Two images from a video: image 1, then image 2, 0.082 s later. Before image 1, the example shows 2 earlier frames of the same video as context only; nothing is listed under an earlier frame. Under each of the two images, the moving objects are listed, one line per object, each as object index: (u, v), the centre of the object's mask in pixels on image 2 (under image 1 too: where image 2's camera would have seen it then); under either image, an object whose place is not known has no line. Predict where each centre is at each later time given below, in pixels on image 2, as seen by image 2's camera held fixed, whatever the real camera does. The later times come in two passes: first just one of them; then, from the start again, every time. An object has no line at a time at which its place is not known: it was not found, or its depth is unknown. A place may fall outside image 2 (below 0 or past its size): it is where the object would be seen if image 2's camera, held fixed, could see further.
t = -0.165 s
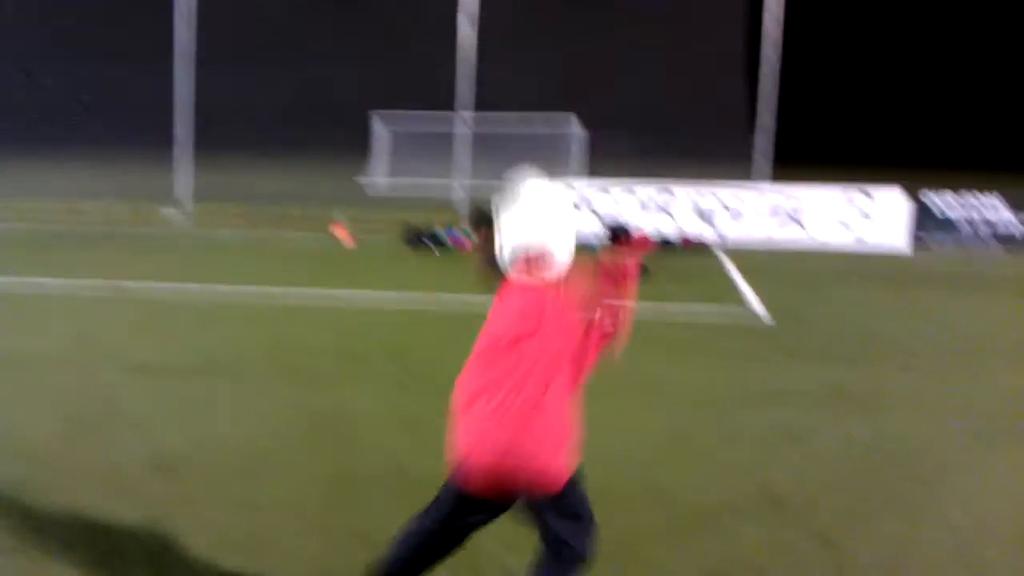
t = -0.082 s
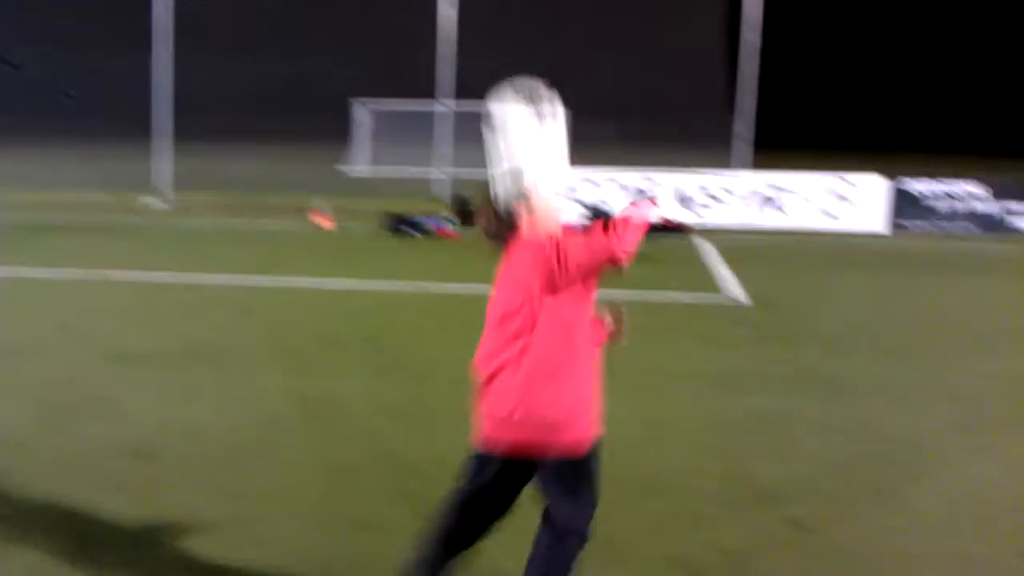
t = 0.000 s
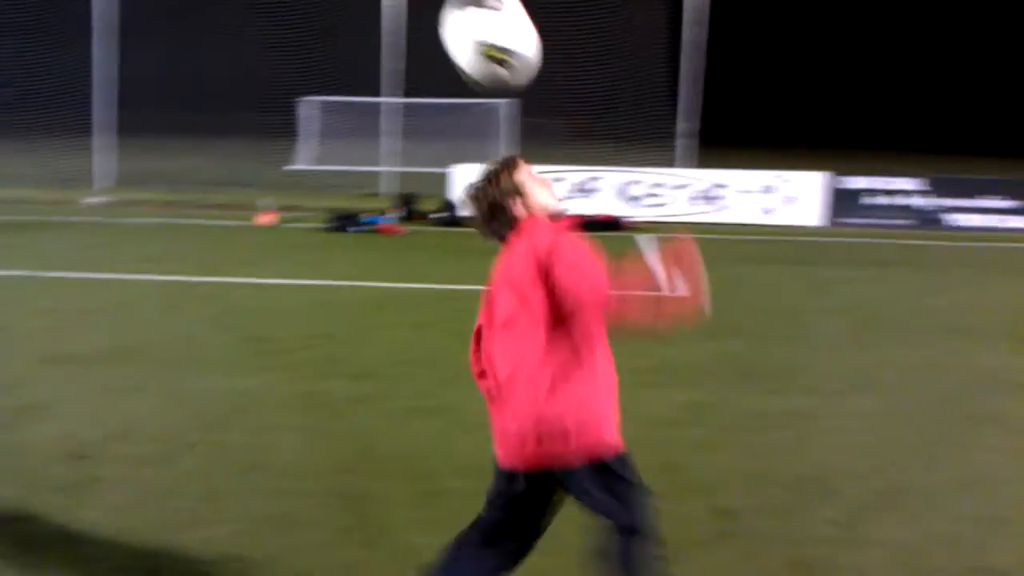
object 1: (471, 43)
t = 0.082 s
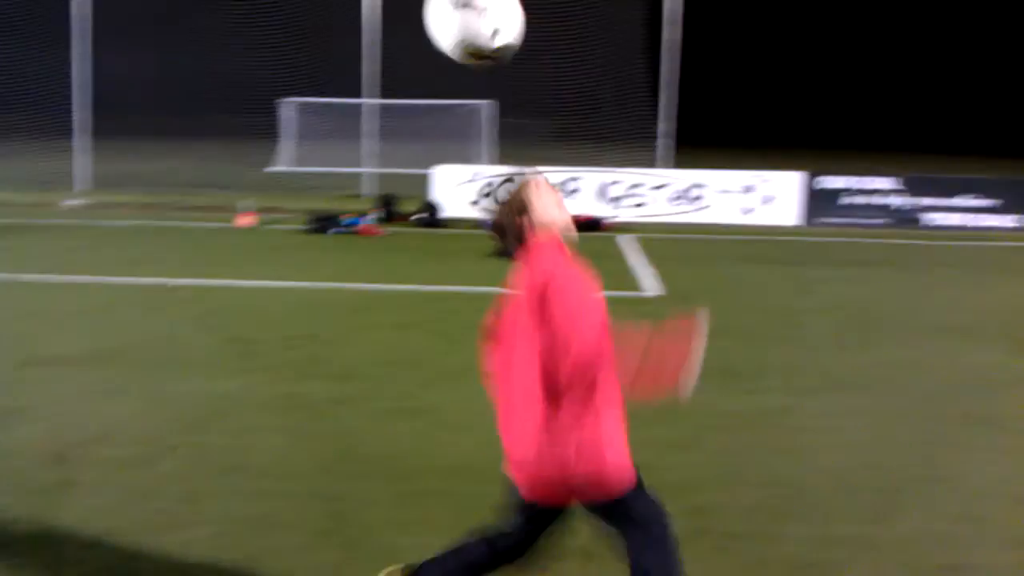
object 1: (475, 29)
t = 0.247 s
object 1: (484, 42)
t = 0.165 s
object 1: (481, 27)
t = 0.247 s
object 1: (484, 42)
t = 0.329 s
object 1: (484, 91)
